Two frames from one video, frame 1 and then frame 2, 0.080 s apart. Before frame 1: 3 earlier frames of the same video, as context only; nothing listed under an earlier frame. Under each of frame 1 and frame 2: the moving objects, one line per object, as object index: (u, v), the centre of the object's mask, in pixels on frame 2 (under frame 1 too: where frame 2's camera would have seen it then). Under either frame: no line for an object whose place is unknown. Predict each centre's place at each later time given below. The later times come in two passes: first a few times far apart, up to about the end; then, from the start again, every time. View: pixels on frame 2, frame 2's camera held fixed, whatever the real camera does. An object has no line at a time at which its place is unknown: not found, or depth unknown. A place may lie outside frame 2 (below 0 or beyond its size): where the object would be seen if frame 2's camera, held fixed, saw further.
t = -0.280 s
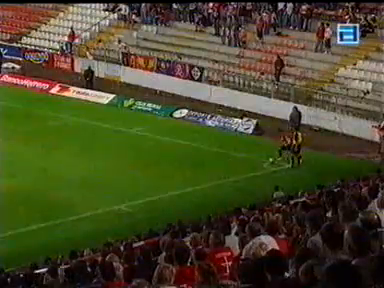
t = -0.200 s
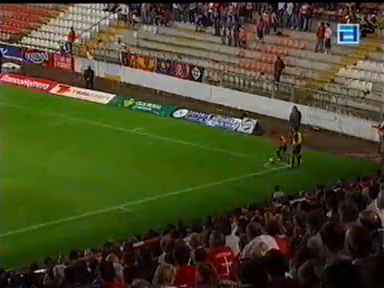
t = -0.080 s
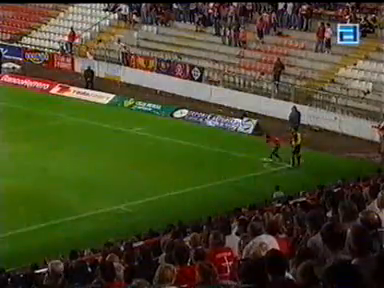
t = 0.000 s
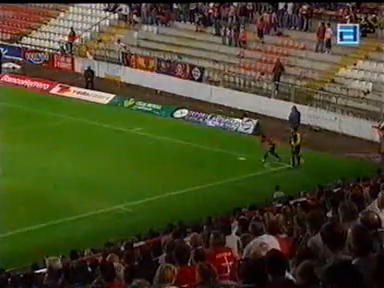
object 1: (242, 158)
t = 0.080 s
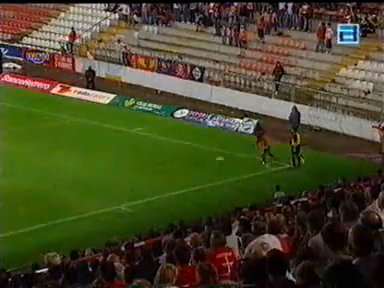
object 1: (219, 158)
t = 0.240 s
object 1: (176, 159)
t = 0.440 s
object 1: (128, 160)
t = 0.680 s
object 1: (79, 160)
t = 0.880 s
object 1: (45, 160)
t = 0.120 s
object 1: (207, 160)
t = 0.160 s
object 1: (197, 160)
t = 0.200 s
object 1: (186, 160)
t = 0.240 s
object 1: (176, 159)
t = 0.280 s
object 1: (167, 158)
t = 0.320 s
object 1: (156, 159)
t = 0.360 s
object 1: (147, 160)
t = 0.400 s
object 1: (137, 161)
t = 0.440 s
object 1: (128, 160)
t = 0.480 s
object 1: (120, 160)
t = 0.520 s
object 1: (112, 159)
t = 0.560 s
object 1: (103, 159)
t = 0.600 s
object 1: (95, 160)
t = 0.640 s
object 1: (87, 160)
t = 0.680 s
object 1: (79, 160)
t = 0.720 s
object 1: (72, 160)
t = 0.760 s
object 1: (65, 160)
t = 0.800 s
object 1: (57, 160)
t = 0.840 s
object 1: (51, 160)
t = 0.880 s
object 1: (45, 160)
